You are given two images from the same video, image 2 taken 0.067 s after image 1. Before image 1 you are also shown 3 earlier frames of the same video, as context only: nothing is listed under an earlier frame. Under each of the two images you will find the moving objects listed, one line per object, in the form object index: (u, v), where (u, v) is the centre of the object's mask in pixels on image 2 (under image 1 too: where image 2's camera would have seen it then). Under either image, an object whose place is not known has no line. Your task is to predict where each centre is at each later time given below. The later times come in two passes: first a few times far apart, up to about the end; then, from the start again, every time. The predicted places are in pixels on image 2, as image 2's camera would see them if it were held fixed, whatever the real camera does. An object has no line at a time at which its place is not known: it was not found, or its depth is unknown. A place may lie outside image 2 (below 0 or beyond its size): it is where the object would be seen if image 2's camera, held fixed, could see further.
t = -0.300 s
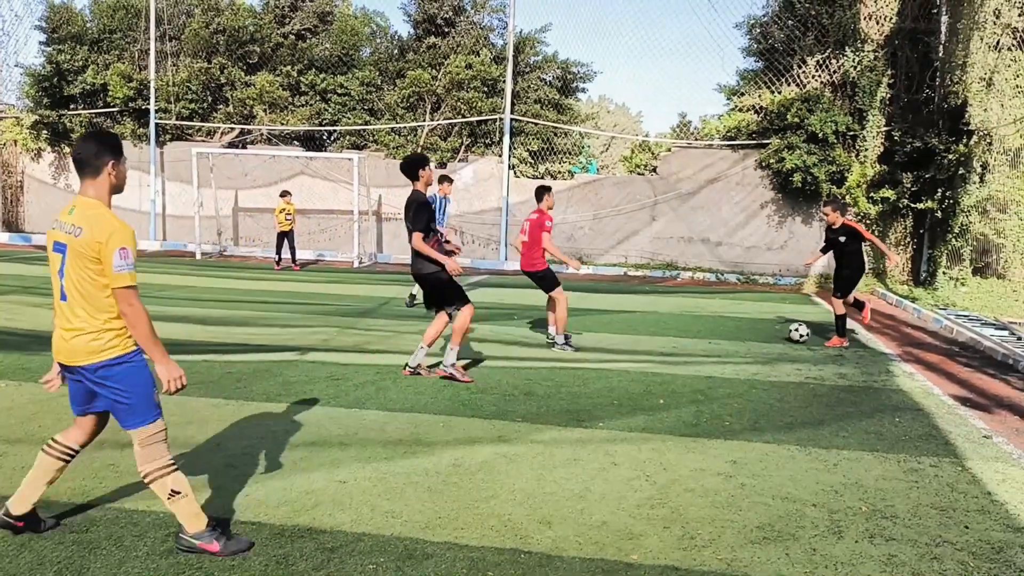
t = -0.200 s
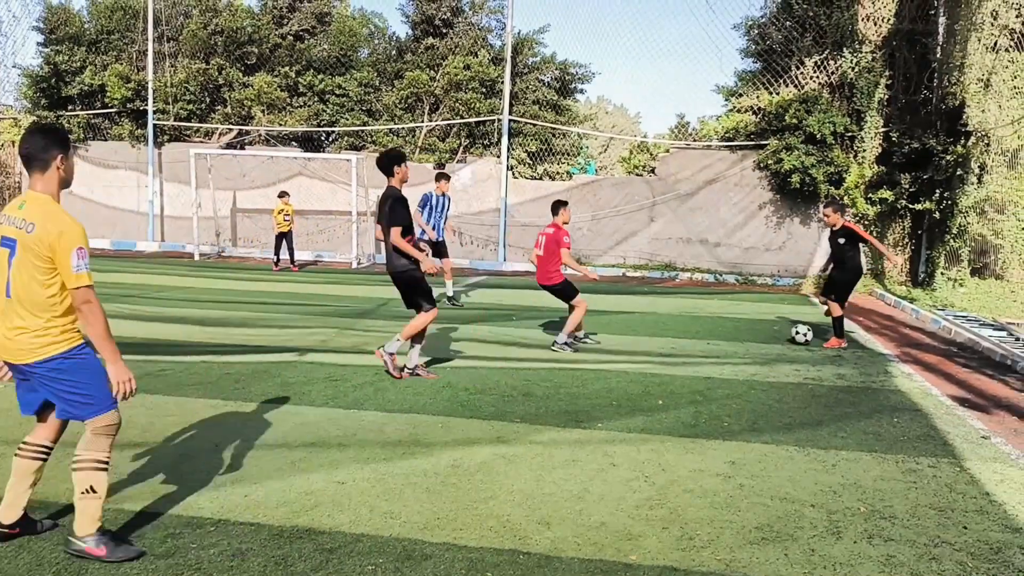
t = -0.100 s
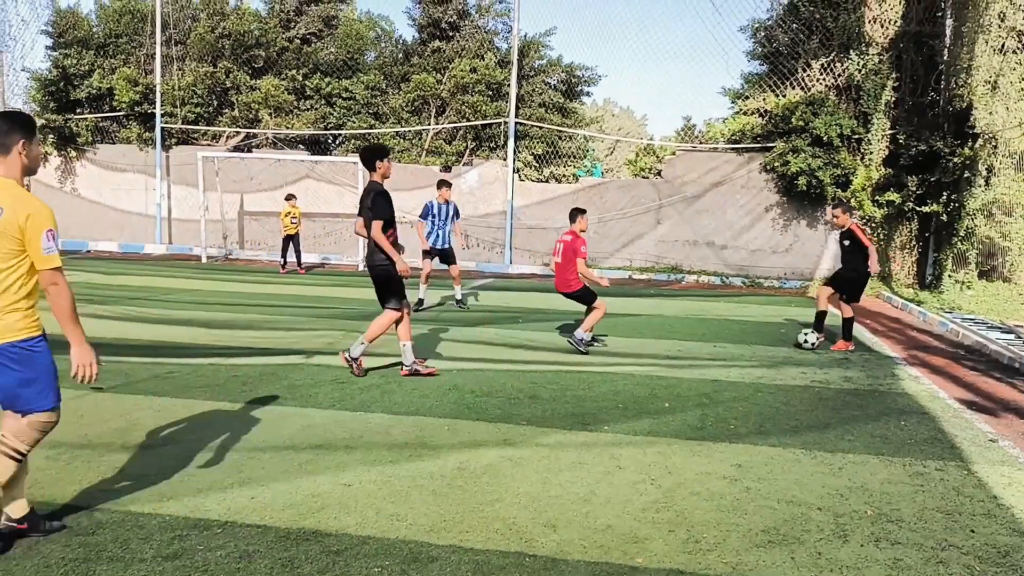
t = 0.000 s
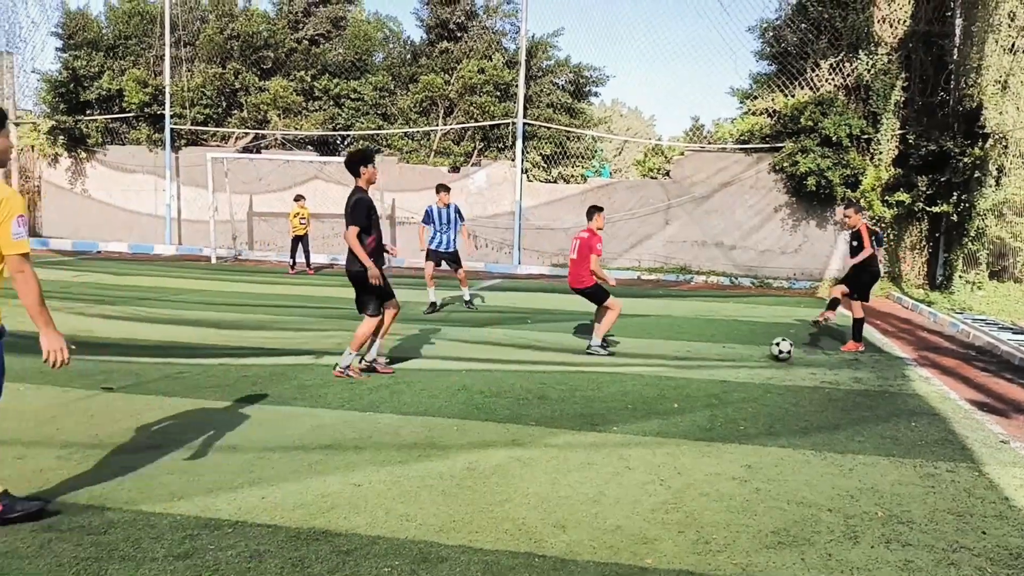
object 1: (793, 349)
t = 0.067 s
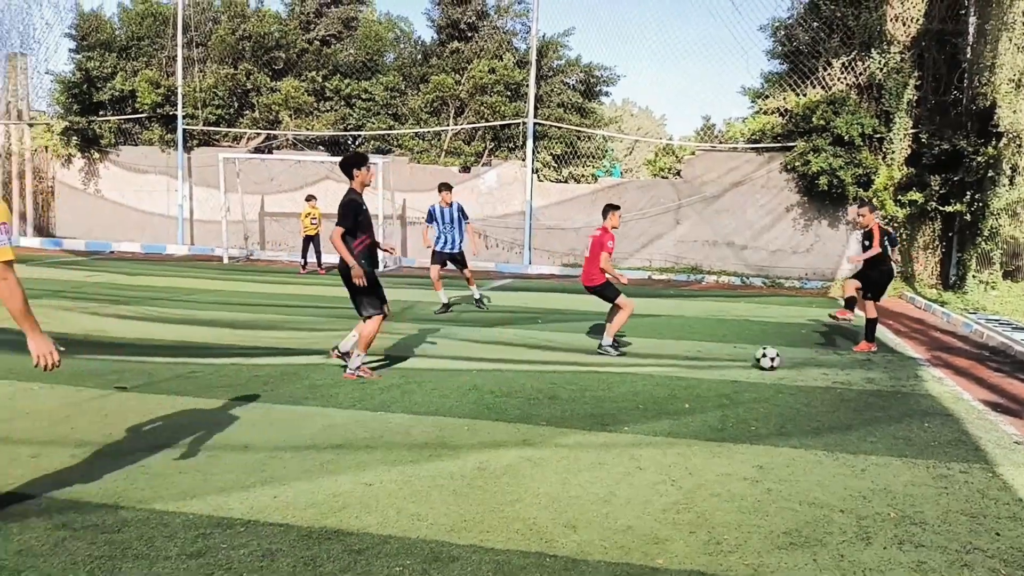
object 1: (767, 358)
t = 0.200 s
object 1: (713, 374)
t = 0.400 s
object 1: (624, 401)
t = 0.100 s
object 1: (755, 361)
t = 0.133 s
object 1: (741, 364)
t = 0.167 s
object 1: (726, 370)
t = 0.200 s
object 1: (713, 374)
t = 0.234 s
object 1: (700, 377)
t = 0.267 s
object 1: (685, 381)
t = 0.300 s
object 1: (669, 387)
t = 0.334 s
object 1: (655, 391)
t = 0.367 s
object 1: (641, 395)
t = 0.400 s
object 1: (624, 401)
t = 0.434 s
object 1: (608, 405)
